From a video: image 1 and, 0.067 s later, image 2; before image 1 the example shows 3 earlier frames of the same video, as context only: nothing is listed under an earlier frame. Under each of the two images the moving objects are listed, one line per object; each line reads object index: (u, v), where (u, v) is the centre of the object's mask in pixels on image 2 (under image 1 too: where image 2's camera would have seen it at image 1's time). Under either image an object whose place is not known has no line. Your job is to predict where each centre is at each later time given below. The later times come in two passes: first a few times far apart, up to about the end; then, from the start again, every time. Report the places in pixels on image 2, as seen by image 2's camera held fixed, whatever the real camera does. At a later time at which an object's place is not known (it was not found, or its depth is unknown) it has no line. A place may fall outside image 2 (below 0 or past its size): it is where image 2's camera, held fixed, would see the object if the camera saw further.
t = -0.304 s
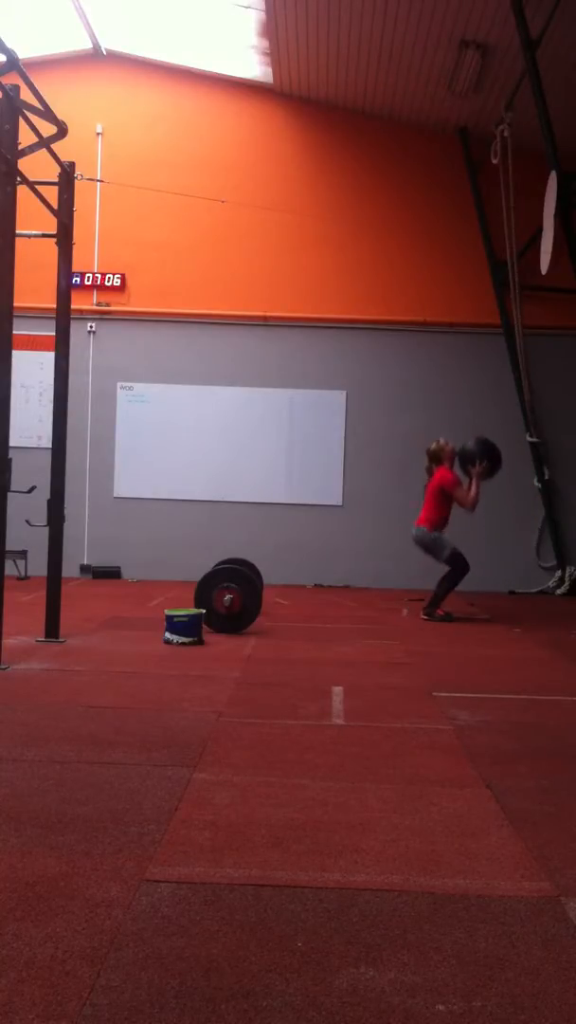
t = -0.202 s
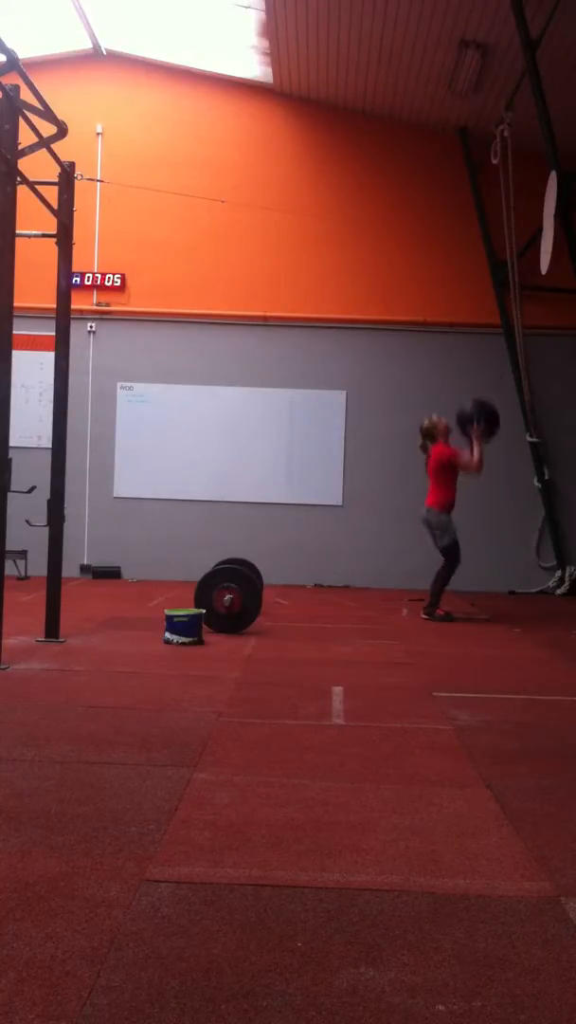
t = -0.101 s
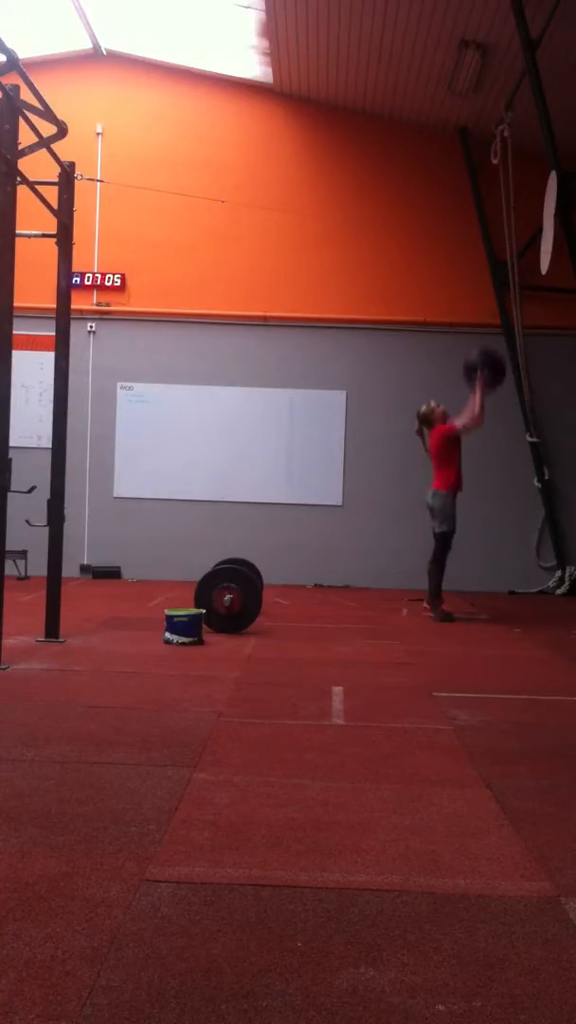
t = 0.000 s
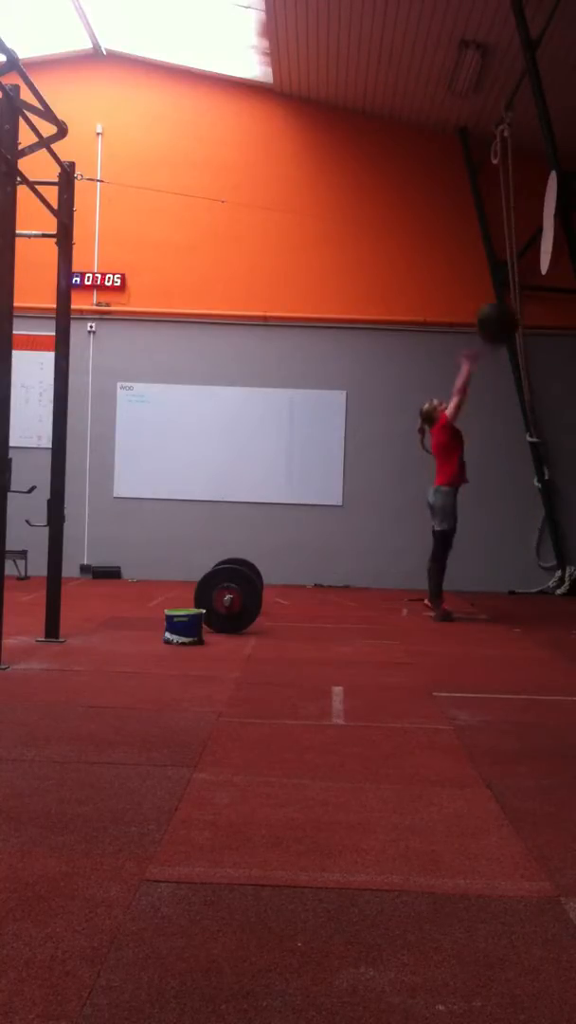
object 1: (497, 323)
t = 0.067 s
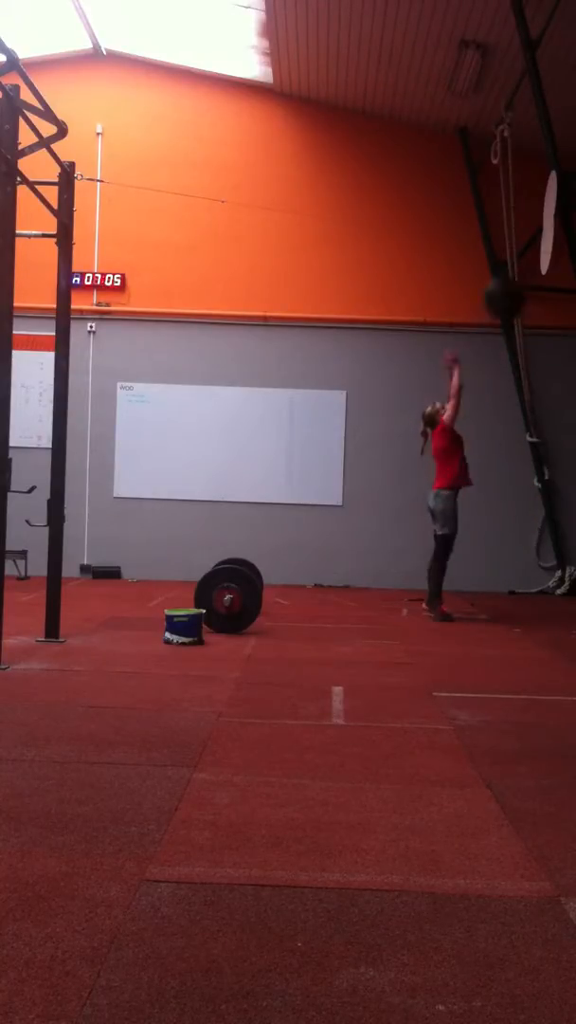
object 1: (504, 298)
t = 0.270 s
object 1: (525, 258)
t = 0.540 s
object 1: (514, 273)
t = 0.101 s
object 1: (506, 287)
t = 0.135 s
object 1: (511, 280)
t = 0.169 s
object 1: (512, 273)
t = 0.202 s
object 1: (518, 267)
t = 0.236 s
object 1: (523, 260)
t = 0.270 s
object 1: (525, 258)
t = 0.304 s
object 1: (525, 256)
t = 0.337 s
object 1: (524, 255)
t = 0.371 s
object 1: (522, 255)
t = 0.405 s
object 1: (520, 256)
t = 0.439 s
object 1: (519, 258)
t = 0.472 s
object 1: (519, 260)
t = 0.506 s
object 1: (516, 265)
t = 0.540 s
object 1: (514, 273)
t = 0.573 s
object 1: (511, 282)
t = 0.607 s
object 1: (509, 294)
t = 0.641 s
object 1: (508, 304)
